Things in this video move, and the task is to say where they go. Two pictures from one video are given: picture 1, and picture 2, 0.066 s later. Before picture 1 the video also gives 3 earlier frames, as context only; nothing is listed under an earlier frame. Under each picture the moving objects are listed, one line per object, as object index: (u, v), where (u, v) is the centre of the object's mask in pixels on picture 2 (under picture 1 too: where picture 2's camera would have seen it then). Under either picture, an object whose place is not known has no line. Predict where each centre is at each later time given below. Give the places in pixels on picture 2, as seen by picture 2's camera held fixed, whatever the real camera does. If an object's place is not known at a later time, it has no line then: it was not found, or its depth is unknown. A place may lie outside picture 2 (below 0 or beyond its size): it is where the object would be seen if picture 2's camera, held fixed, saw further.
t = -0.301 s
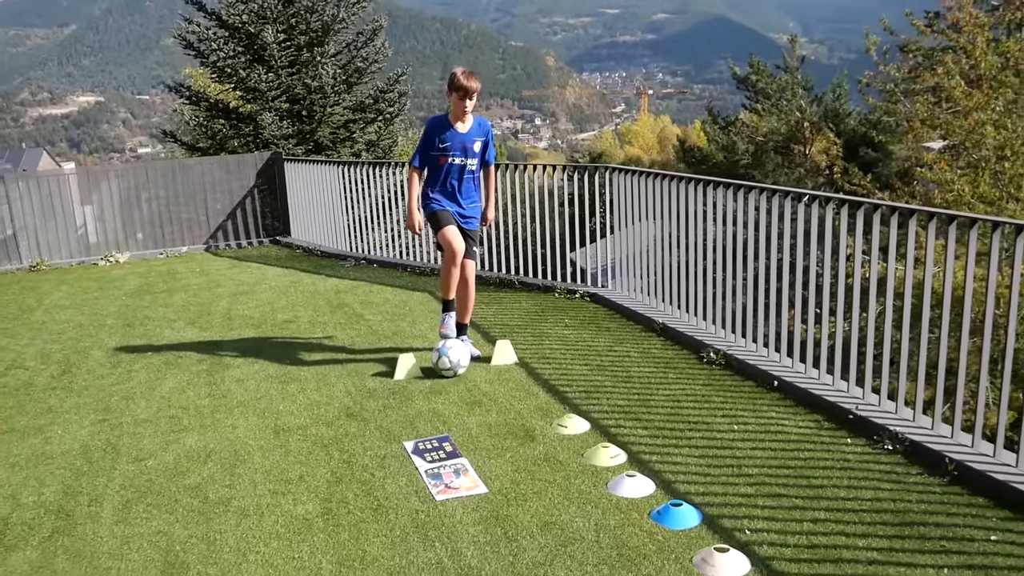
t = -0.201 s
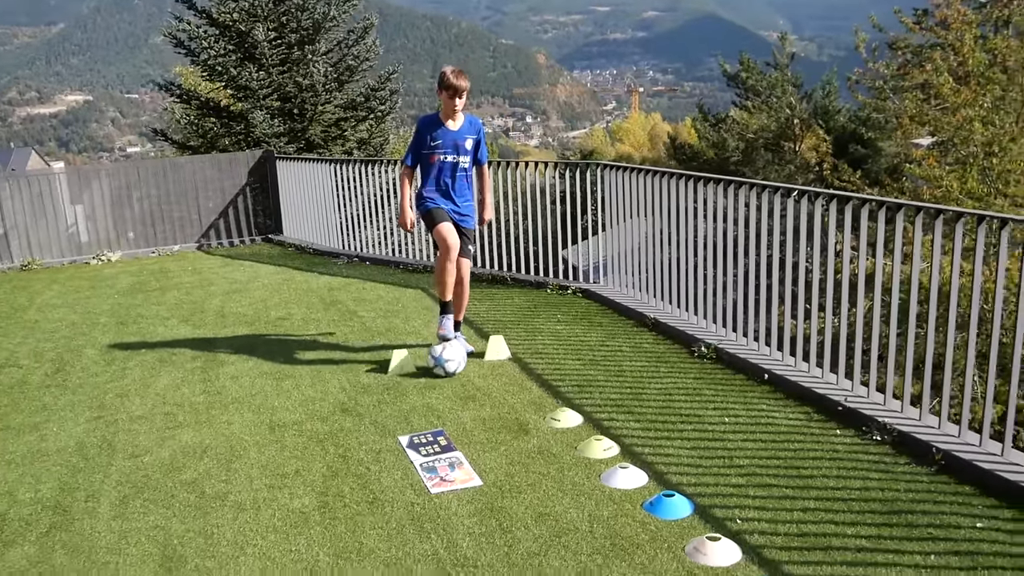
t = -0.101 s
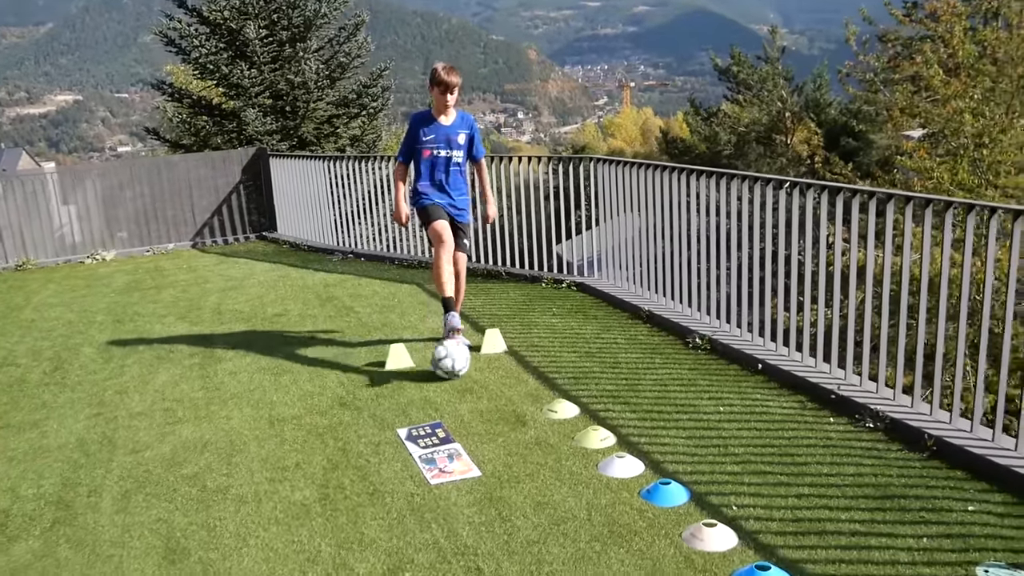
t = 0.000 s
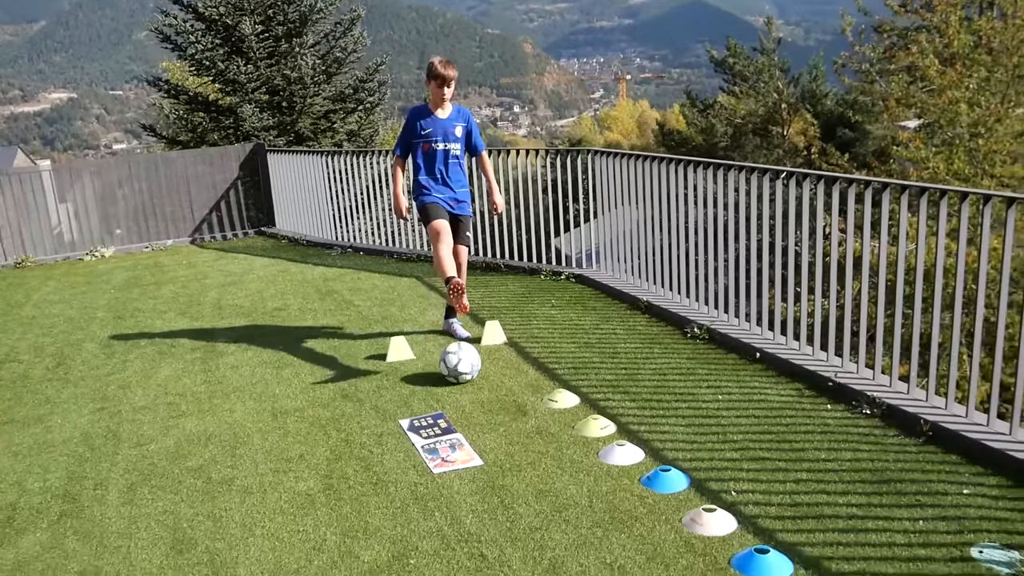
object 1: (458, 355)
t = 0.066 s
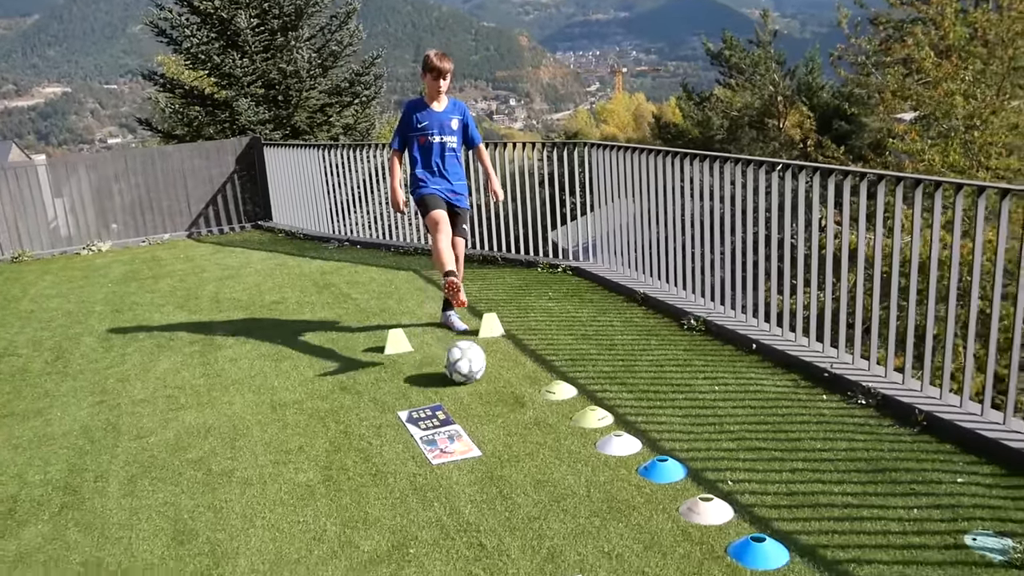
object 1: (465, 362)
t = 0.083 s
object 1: (466, 364)
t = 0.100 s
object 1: (468, 366)
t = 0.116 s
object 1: (470, 367)
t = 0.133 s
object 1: (472, 369)
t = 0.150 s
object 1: (474, 371)
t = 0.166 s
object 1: (476, 373)
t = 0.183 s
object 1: (478, 375)
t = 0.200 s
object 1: (480, 377)
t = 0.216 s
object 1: (482, 379)
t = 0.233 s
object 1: (485, 382)
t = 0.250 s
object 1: (486, 383)
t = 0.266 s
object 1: (488, 385)
